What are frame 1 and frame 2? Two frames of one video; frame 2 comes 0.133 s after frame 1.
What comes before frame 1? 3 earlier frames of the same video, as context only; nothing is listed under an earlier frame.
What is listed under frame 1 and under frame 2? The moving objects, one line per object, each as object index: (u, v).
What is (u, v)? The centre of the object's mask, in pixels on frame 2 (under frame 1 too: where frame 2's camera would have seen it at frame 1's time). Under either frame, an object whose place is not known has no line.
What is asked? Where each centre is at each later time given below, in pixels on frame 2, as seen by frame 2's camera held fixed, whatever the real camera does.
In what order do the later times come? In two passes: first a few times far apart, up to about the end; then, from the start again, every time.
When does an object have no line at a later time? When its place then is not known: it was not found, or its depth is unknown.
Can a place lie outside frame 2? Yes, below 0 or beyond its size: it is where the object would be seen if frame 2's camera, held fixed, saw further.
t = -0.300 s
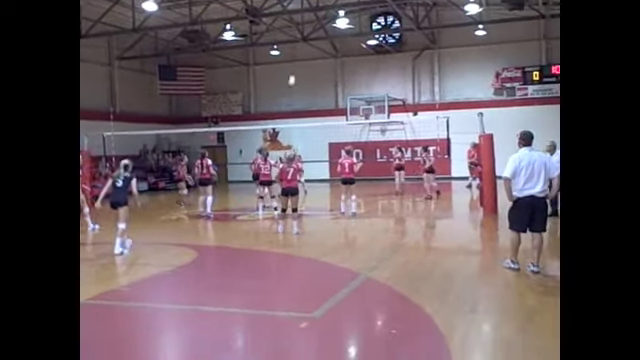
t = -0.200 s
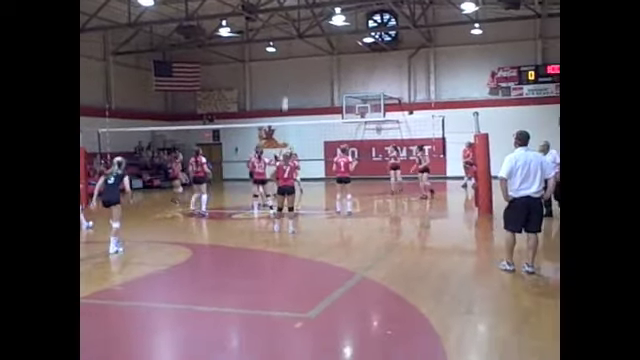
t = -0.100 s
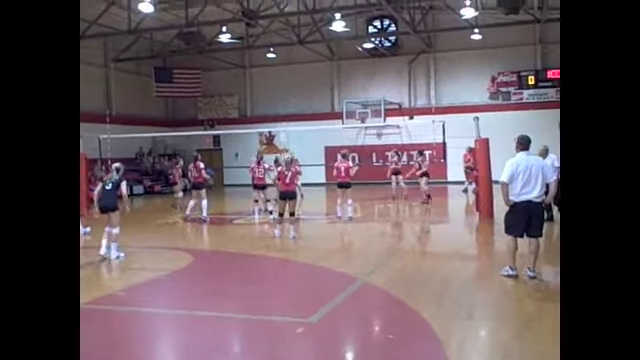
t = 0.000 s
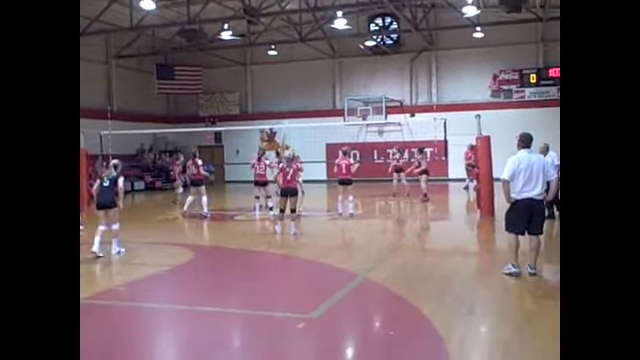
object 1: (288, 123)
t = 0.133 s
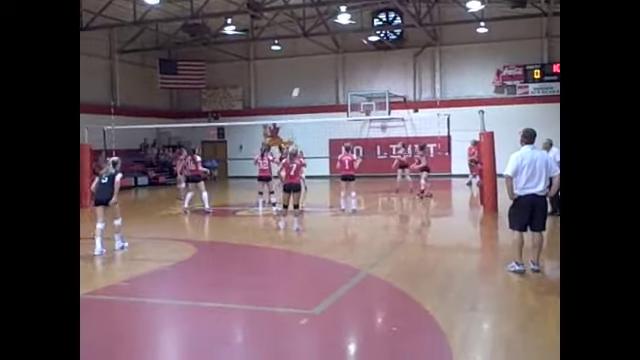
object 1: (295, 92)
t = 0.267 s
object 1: (302, 70)
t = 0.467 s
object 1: (313, 46)
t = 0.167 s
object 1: (297, 87)
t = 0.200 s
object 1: (298, 81)
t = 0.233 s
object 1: (300, 75)
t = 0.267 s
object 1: (302, 70)
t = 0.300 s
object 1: (304, 65)
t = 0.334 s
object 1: (305, 60)
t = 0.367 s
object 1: (307, 56)
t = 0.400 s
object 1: (309, 52)
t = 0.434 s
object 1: (311, 48)
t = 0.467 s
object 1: (313, 46)
